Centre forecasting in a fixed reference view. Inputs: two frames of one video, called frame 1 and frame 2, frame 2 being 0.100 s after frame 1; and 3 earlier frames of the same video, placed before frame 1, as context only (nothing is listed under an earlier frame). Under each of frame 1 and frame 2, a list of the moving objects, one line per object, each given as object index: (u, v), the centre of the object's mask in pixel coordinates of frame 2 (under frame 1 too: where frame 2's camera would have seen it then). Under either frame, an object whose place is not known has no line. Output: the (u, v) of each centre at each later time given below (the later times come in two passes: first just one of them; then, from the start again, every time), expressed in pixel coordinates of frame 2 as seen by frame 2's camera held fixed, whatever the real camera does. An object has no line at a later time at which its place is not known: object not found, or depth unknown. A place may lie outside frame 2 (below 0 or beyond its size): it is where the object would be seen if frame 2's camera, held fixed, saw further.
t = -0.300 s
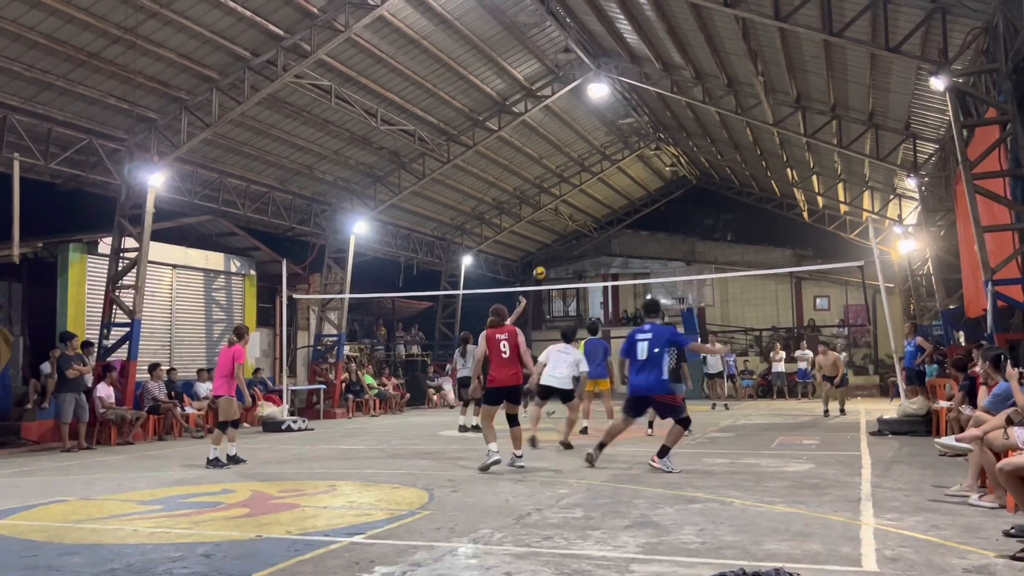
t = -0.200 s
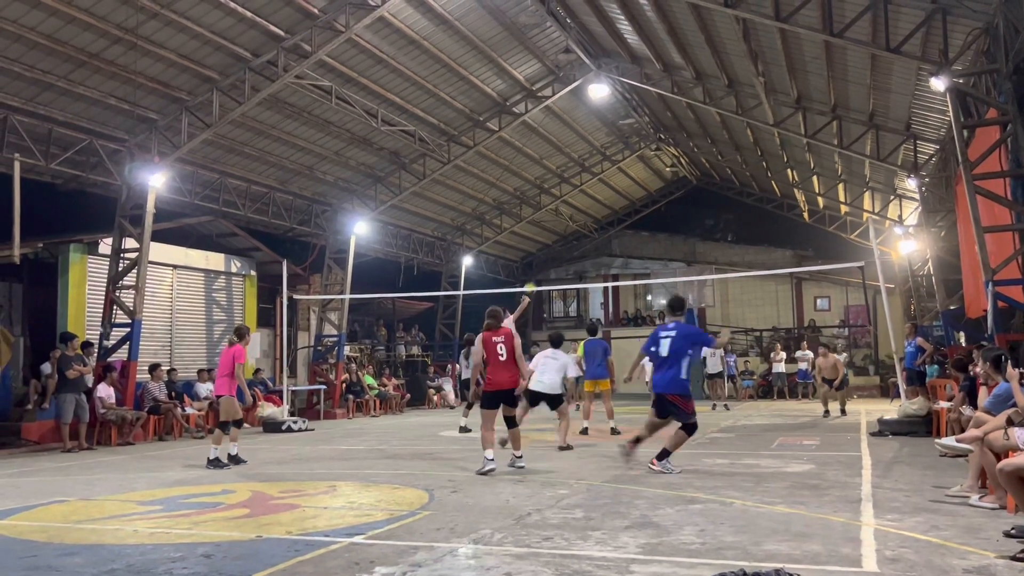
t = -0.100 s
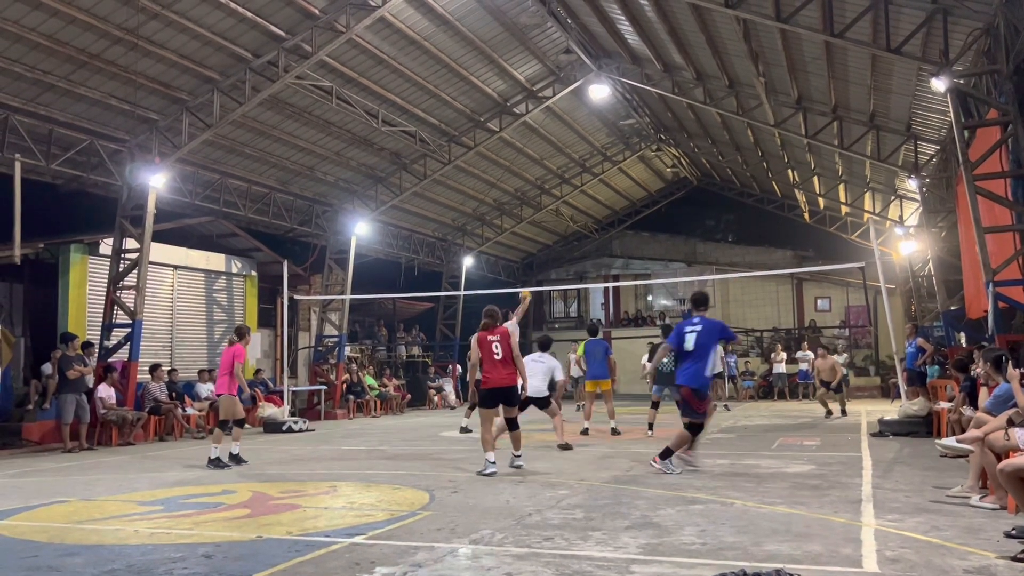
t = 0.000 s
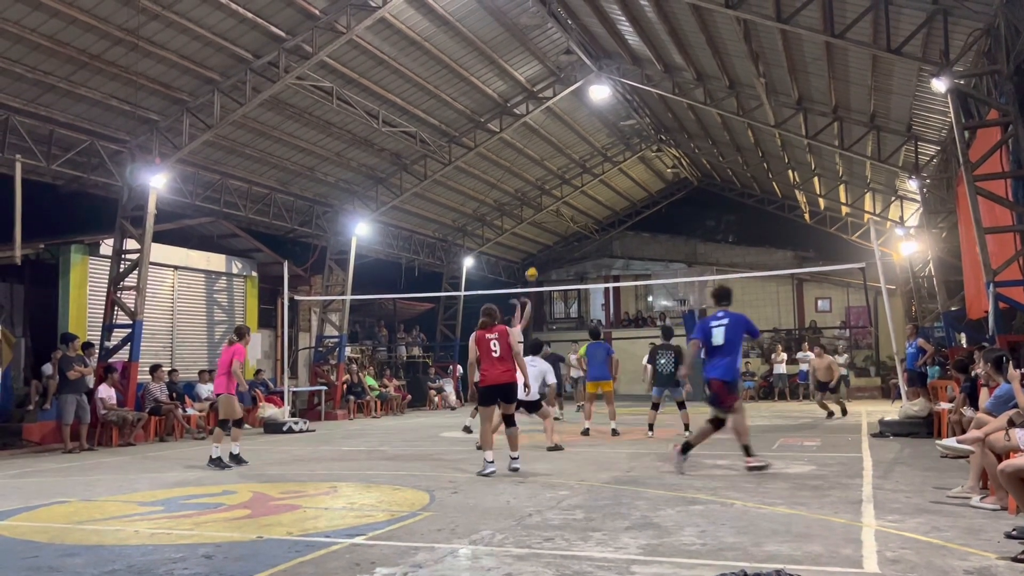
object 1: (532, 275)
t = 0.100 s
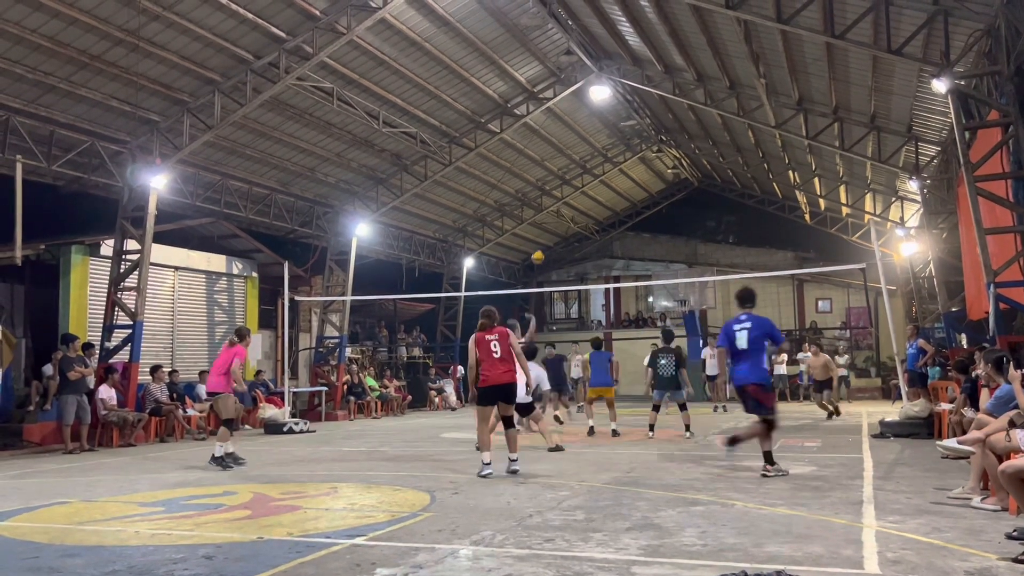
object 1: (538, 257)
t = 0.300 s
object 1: (550, 238)
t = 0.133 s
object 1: (540, 252)
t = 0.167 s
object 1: (542, 249)
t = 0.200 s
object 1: (544, 245)
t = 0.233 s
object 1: (546, 242)
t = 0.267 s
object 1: (548, 240)
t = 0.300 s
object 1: (550, 238)
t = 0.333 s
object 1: (552, 237)
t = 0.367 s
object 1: (554, 237)
